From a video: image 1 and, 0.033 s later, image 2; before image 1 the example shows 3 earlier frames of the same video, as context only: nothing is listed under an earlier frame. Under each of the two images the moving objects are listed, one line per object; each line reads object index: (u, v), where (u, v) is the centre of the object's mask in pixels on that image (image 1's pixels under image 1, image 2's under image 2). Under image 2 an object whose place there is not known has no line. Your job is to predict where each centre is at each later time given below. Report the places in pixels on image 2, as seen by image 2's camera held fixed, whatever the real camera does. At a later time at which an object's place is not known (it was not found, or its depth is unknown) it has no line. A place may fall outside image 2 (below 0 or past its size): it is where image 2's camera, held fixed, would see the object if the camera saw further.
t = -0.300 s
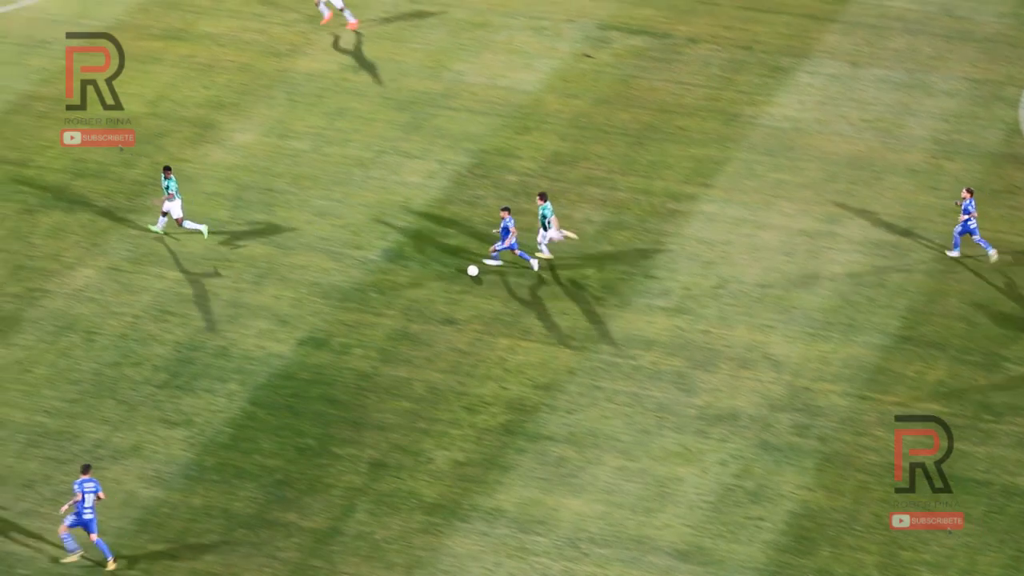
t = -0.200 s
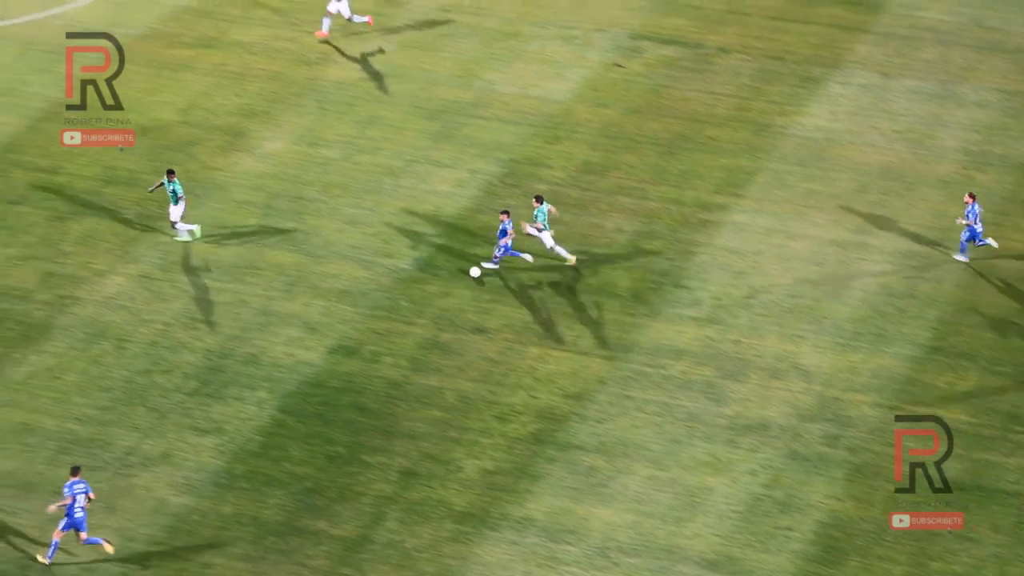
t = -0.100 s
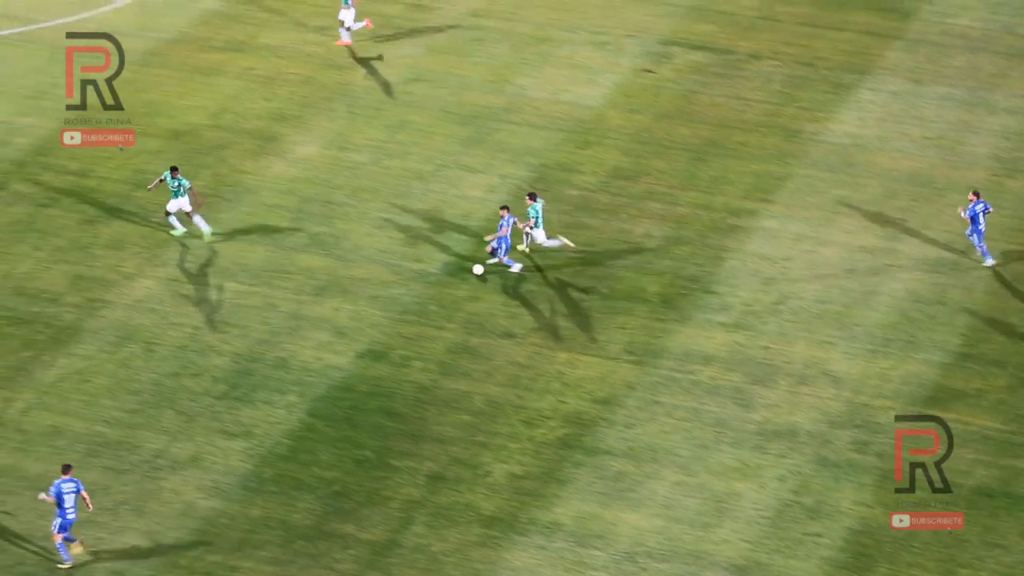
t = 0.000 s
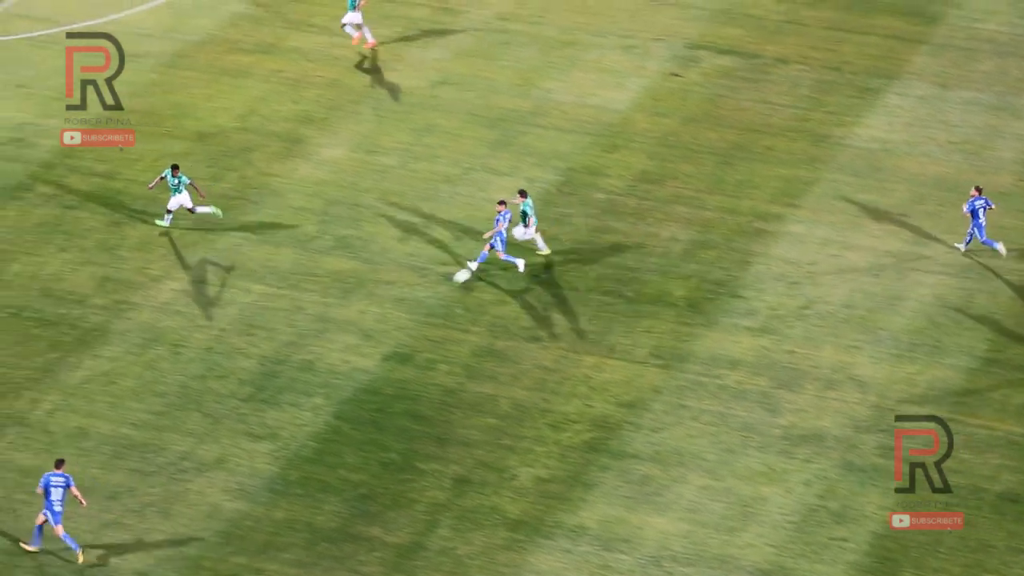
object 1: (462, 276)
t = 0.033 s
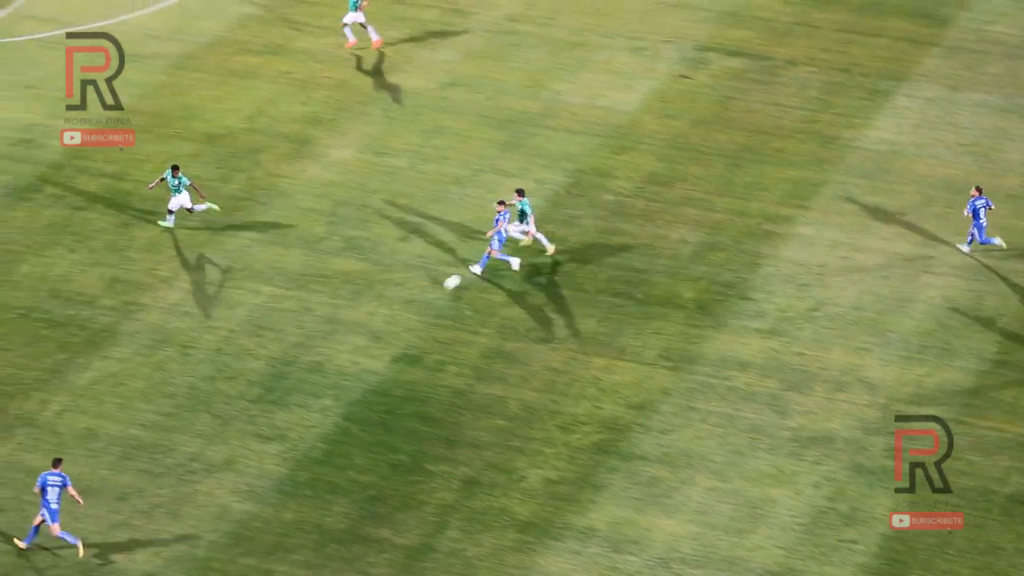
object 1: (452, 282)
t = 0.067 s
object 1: (434, 287)
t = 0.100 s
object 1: (415, 293)
